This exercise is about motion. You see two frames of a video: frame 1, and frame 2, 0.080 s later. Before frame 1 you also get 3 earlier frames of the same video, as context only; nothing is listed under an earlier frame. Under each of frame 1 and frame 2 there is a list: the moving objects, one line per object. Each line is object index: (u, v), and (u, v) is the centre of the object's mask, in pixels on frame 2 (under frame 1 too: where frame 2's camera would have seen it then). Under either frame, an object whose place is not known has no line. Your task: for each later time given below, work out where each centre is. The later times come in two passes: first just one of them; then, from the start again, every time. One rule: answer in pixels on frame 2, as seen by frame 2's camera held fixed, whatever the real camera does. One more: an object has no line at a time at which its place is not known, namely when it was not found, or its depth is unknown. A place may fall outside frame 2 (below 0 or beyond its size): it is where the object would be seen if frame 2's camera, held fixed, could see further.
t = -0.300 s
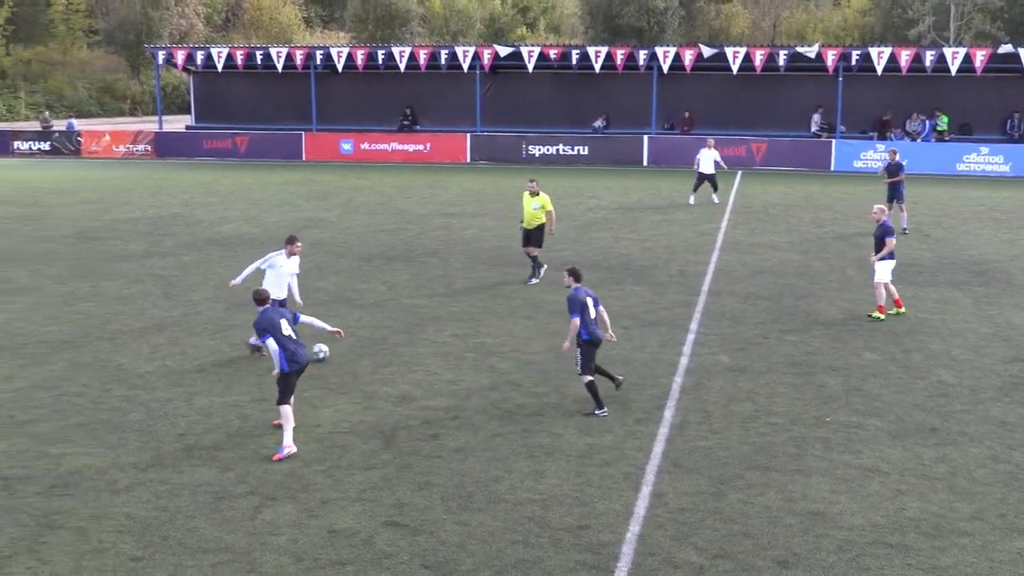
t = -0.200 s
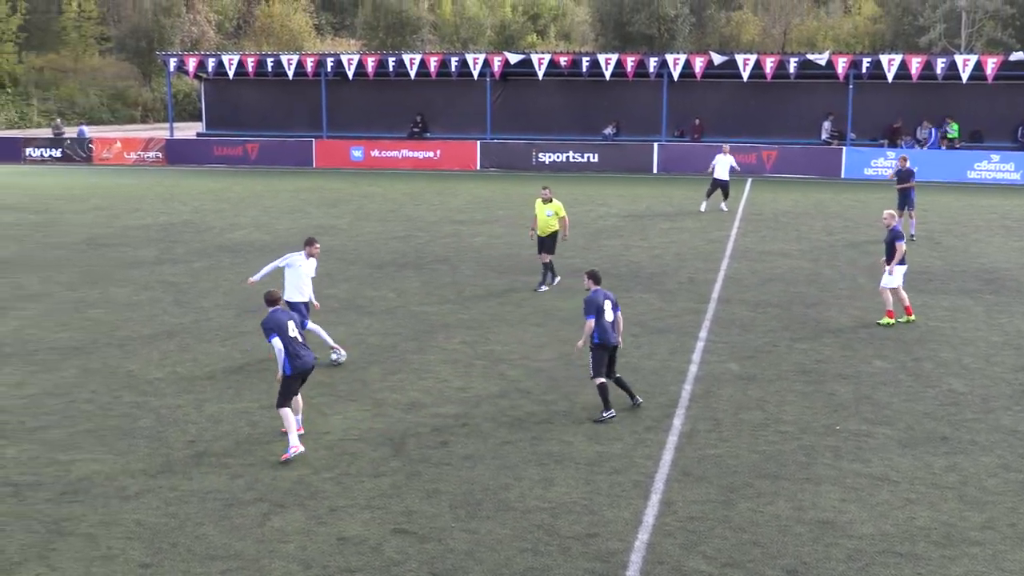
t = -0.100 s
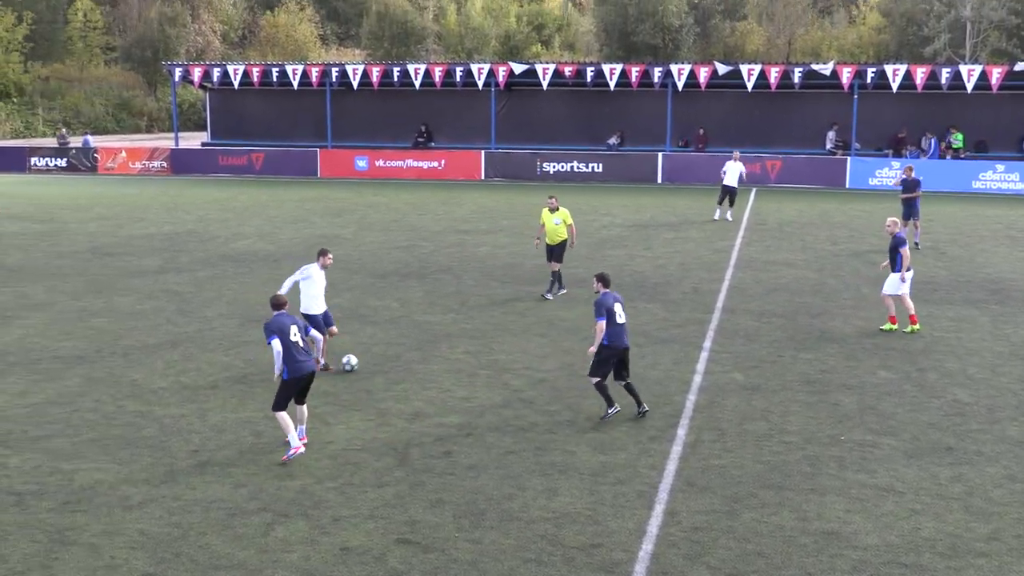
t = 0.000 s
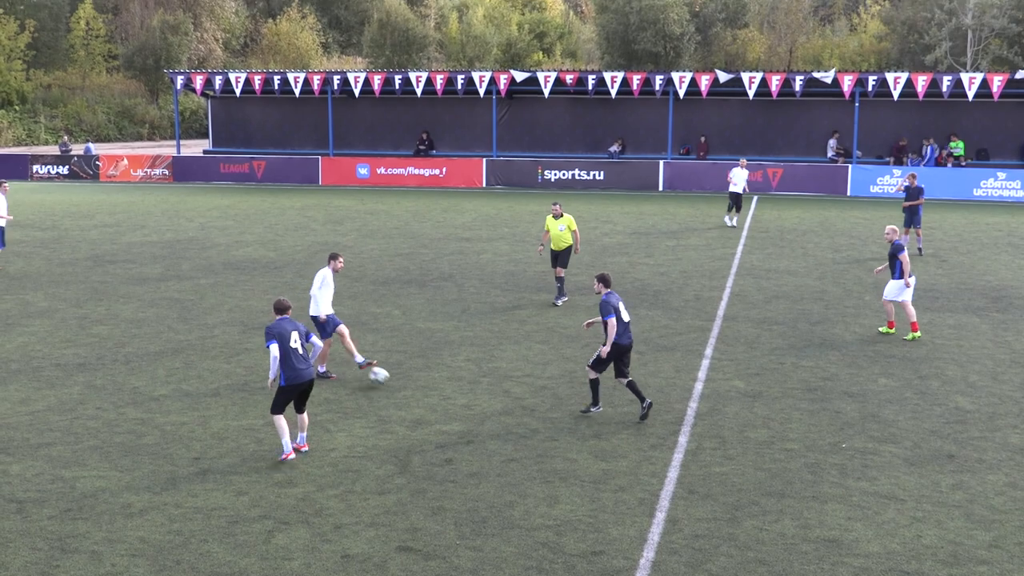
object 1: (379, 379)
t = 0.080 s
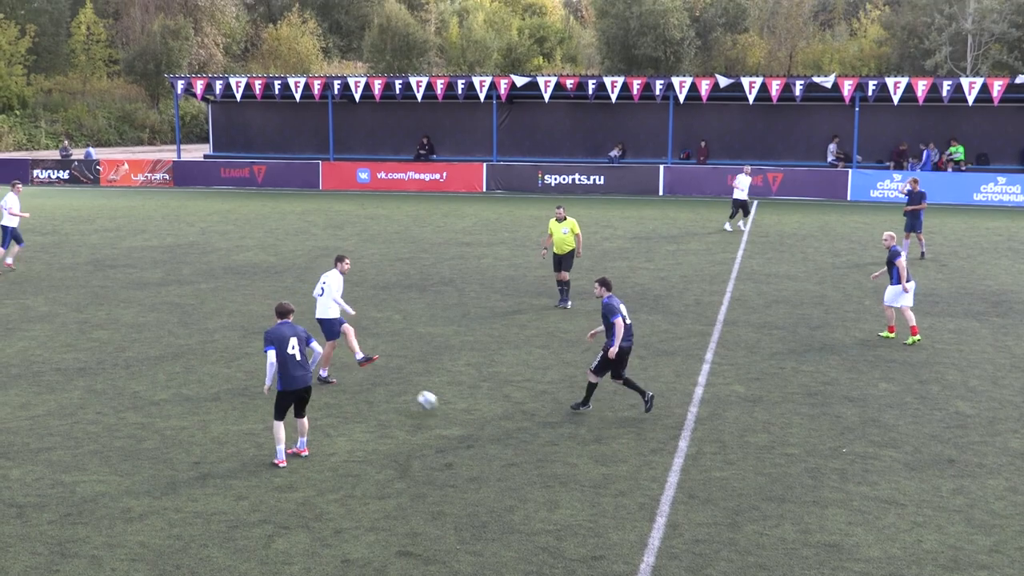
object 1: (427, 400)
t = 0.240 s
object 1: (533, 448)
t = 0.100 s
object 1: (439, 406)
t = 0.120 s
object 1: (452, 413)
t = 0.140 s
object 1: (466, 421)
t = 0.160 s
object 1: (479, 428)
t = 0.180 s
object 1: (491, 432)
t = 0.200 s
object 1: (505, 437)
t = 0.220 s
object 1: (518, 442)
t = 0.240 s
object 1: (533, 448)
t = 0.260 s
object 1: (547, 455)
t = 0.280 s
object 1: (562, 462)
